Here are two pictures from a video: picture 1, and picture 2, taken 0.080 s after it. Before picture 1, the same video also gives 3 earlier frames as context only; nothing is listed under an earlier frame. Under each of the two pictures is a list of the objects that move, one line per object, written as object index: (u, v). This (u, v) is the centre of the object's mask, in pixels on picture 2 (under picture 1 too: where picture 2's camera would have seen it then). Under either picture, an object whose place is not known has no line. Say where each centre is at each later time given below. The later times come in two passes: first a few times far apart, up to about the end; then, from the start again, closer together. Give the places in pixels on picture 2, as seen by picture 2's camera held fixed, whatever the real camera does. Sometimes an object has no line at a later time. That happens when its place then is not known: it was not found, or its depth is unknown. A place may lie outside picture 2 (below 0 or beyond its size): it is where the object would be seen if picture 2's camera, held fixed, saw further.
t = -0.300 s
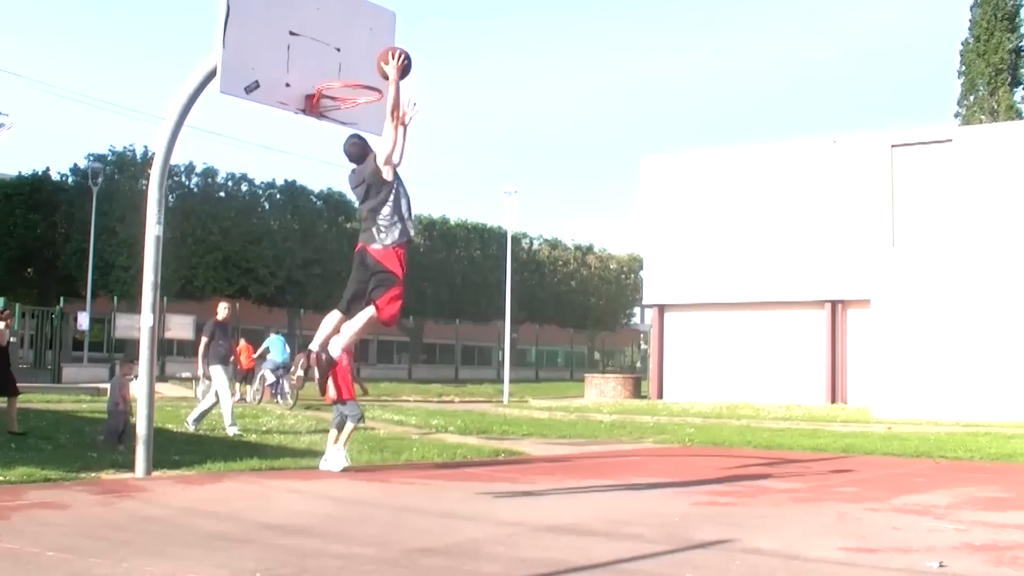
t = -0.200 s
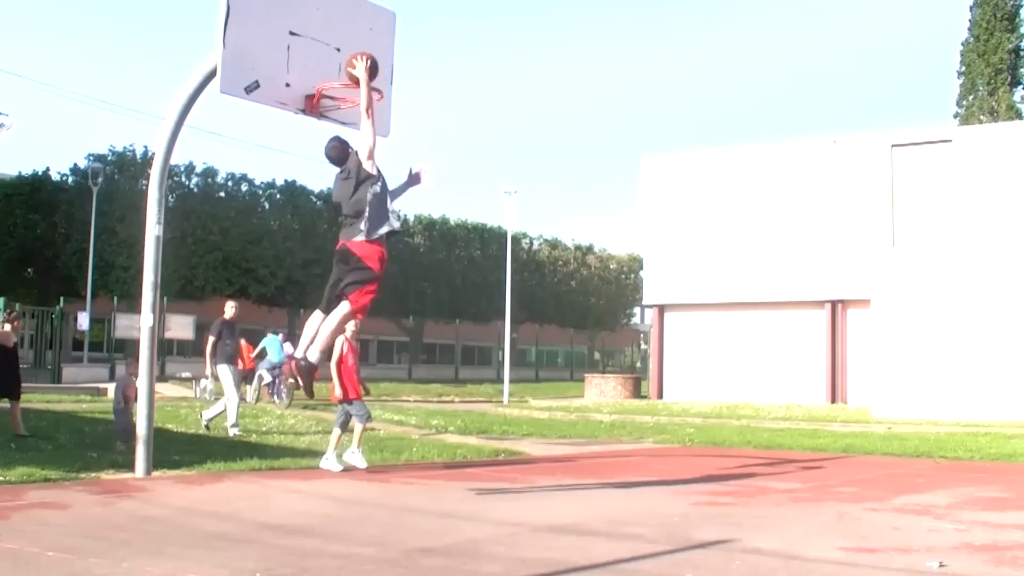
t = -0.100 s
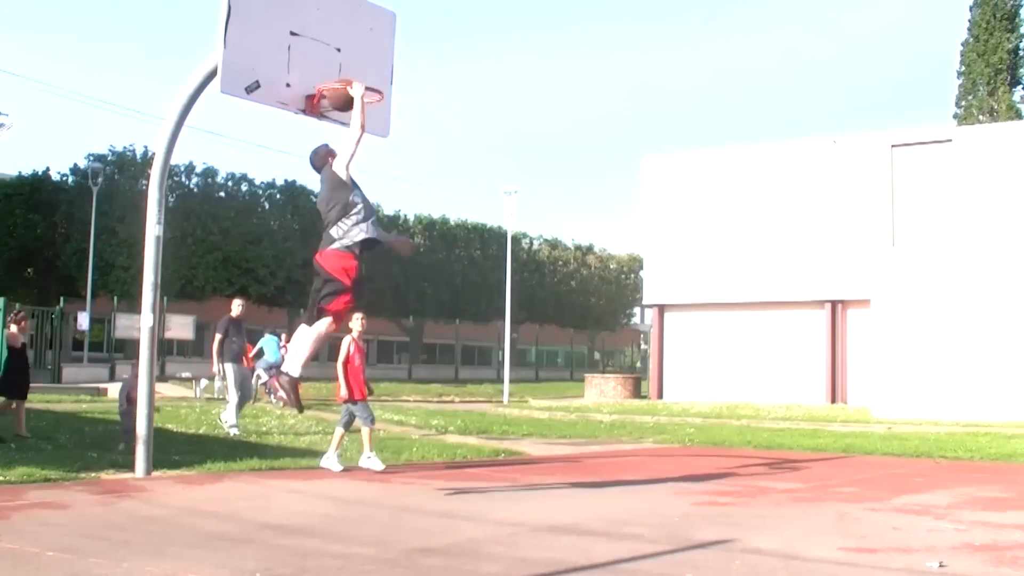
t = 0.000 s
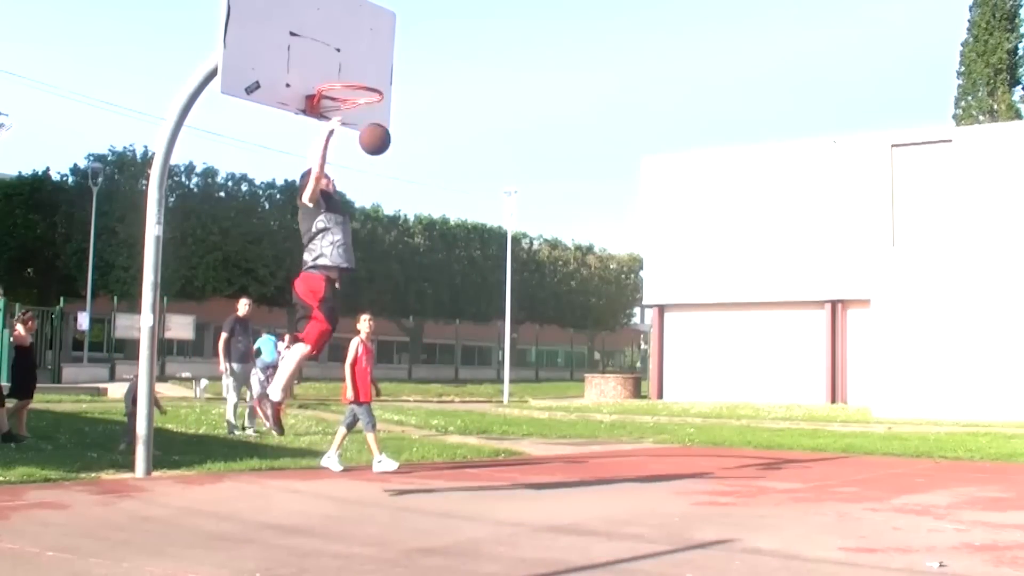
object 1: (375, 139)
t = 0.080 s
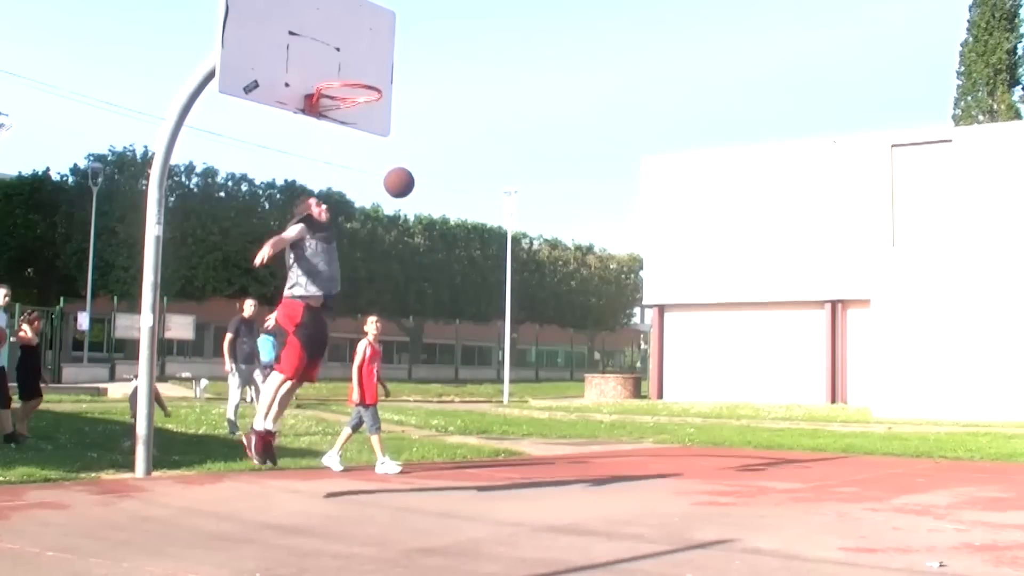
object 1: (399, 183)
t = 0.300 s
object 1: (458, 330)
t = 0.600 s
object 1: (519, 390)
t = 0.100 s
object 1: (405, 194)
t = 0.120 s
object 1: (410, 206)
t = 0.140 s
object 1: (416, 218)
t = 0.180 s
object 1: (426, 244)
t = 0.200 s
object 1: (430, 256)
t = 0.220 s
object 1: (436, 271)
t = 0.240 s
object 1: (442, 286)
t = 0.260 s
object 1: (448, 301)
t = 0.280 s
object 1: (453, 315)
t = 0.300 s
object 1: (458, 330)
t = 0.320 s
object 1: (462, 345)
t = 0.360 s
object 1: (472, 378)
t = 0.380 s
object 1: (478, 394)
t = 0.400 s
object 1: (482, 412)
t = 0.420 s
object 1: (486, 427)
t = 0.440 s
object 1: (491, 445)
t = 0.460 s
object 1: (496, 463)
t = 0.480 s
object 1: (499, 471)
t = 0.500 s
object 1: (502, 456)
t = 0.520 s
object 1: (506, 443)
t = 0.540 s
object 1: (509, 428)
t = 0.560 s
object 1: (513, 414)
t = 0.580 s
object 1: (516, 402)
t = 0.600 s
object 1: (519, 390)
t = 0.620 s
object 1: (522, 378)
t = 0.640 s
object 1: (524, 368)
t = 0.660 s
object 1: (526, 356)
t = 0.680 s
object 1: (530, 347)
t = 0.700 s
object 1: (533, 337)
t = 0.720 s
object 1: (536, 329)
